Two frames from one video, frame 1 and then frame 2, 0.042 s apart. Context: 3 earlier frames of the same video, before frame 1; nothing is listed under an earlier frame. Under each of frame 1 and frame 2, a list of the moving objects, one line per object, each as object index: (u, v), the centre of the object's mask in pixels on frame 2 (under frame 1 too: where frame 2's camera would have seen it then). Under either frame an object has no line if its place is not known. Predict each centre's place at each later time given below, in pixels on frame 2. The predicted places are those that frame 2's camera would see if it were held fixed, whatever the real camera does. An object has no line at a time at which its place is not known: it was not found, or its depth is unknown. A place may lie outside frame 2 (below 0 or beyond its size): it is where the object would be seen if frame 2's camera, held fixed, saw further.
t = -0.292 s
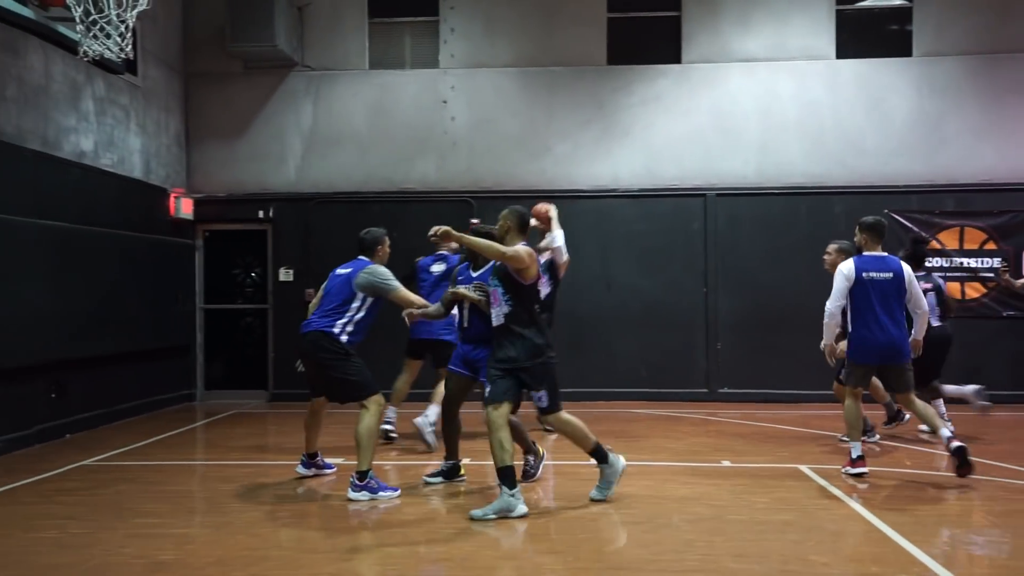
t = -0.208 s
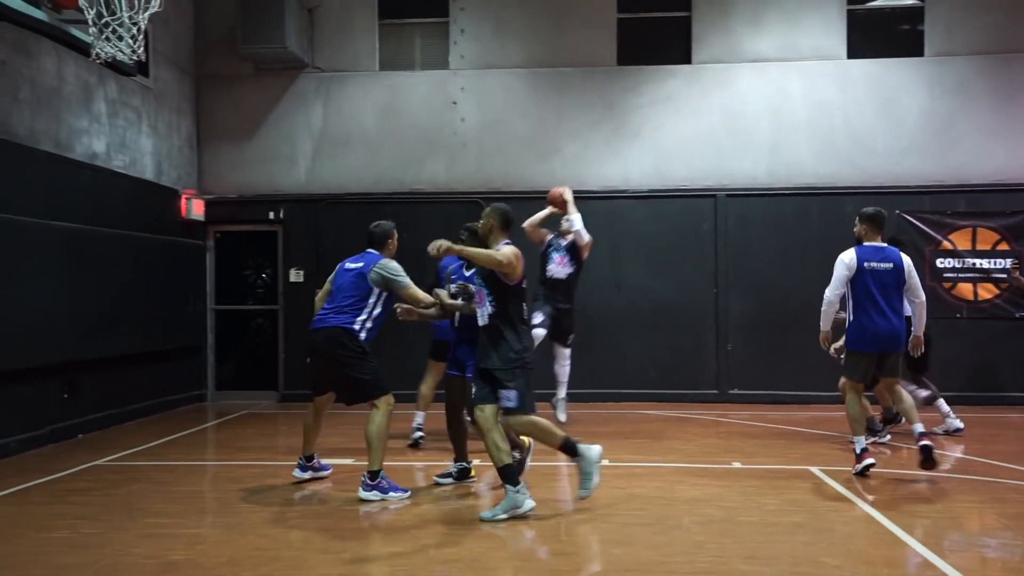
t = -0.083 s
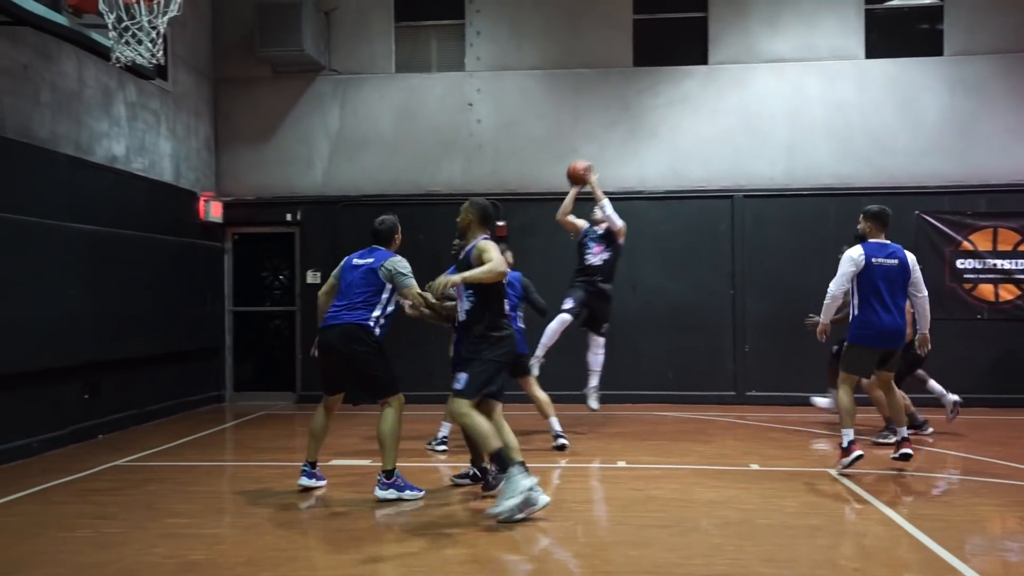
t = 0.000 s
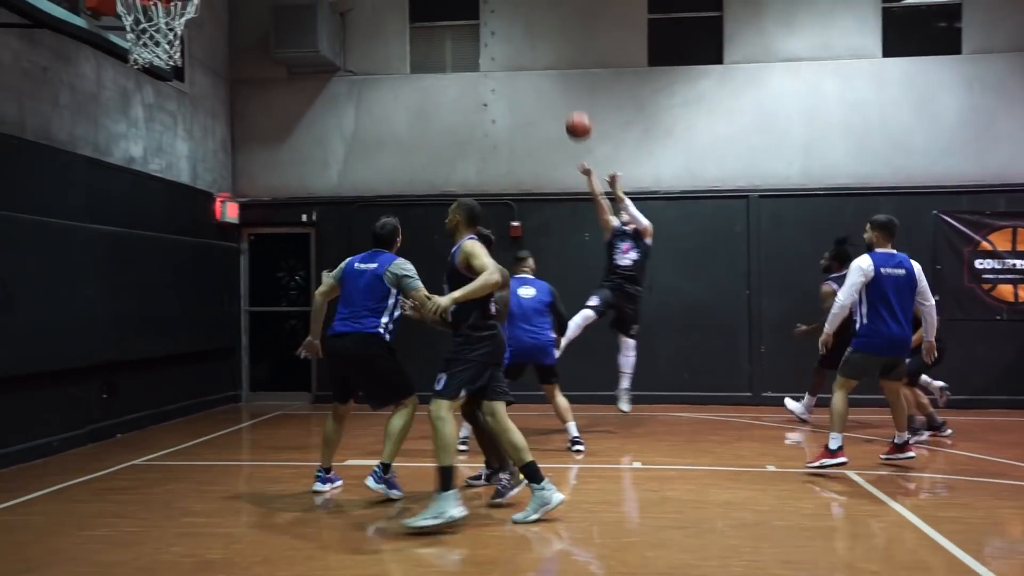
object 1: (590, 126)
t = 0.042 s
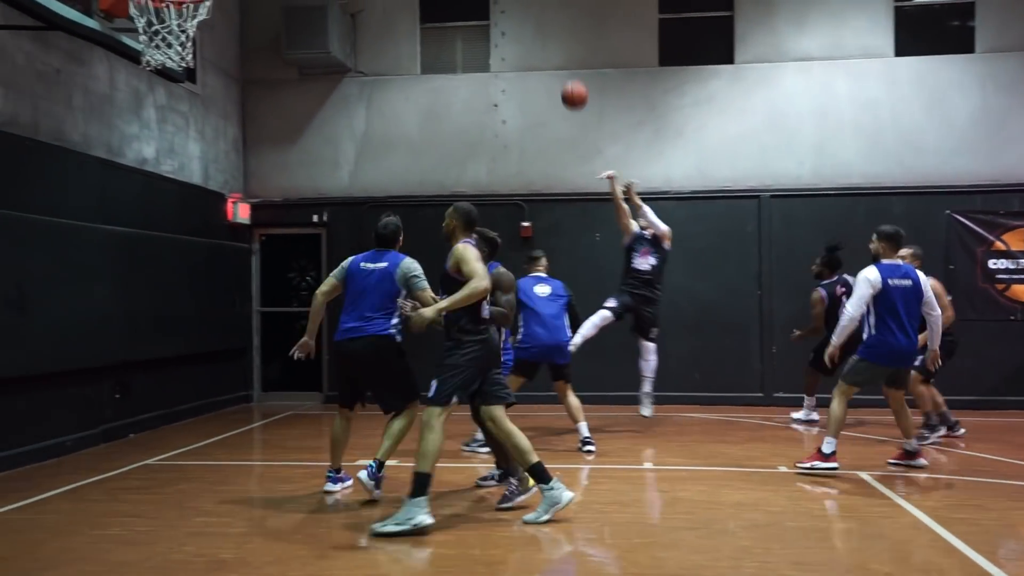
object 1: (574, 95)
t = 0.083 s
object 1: (564, 74)
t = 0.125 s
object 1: (548, 46)
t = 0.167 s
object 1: (537, 28)
